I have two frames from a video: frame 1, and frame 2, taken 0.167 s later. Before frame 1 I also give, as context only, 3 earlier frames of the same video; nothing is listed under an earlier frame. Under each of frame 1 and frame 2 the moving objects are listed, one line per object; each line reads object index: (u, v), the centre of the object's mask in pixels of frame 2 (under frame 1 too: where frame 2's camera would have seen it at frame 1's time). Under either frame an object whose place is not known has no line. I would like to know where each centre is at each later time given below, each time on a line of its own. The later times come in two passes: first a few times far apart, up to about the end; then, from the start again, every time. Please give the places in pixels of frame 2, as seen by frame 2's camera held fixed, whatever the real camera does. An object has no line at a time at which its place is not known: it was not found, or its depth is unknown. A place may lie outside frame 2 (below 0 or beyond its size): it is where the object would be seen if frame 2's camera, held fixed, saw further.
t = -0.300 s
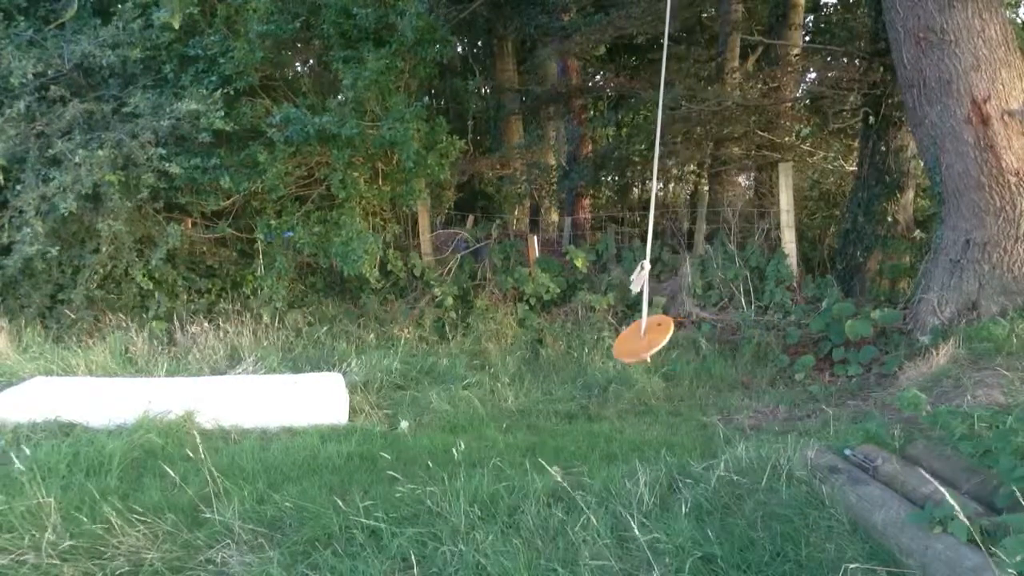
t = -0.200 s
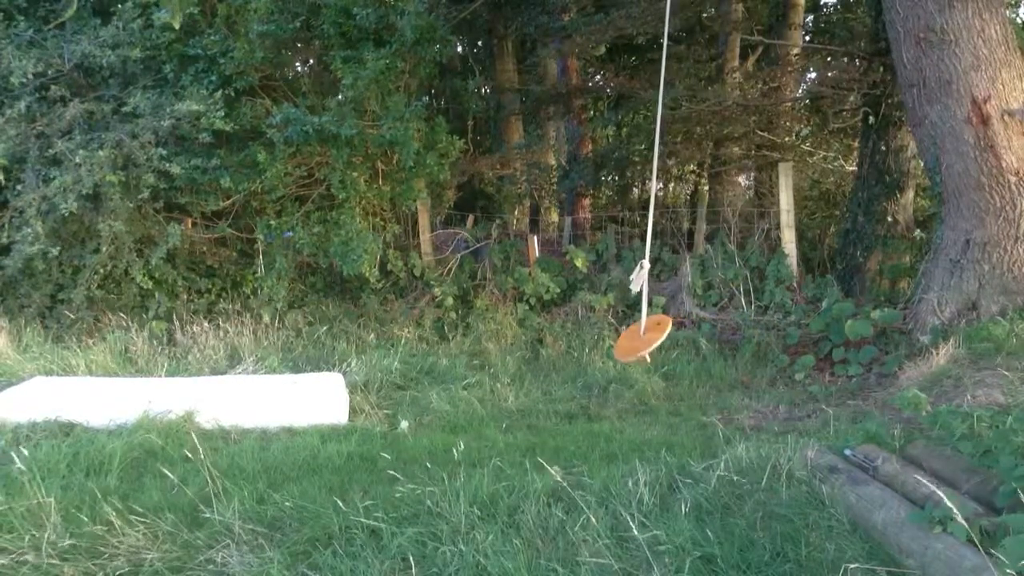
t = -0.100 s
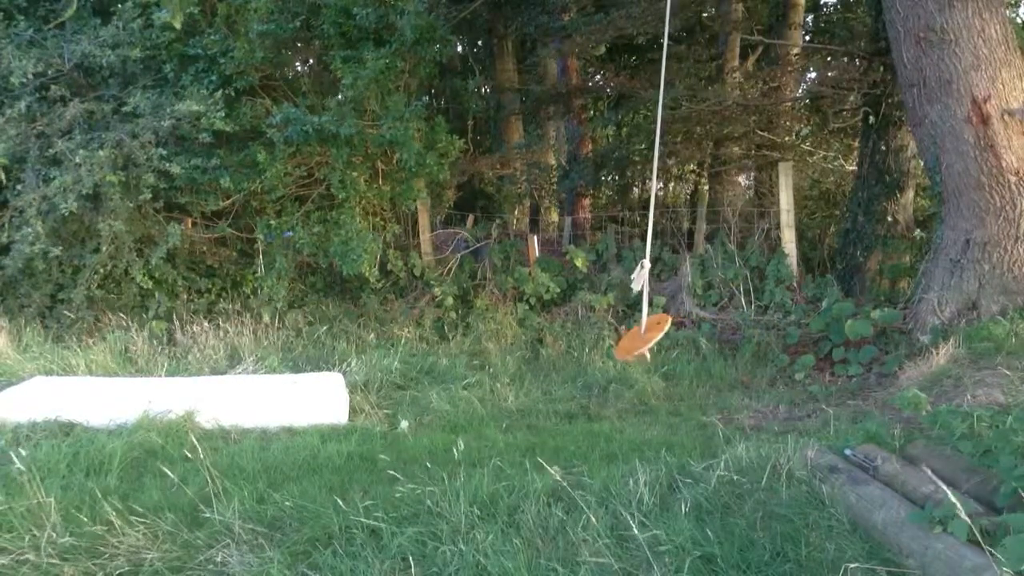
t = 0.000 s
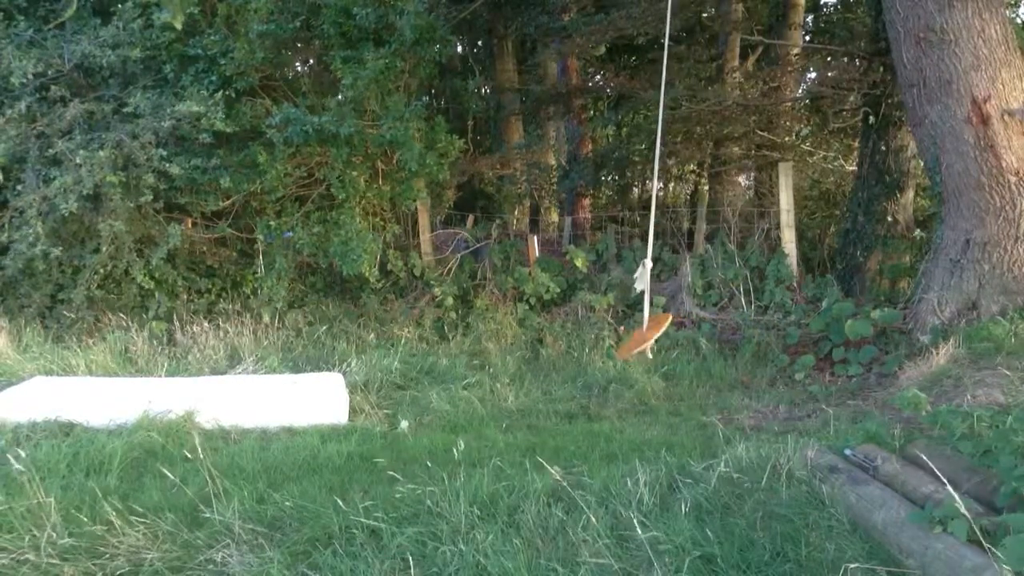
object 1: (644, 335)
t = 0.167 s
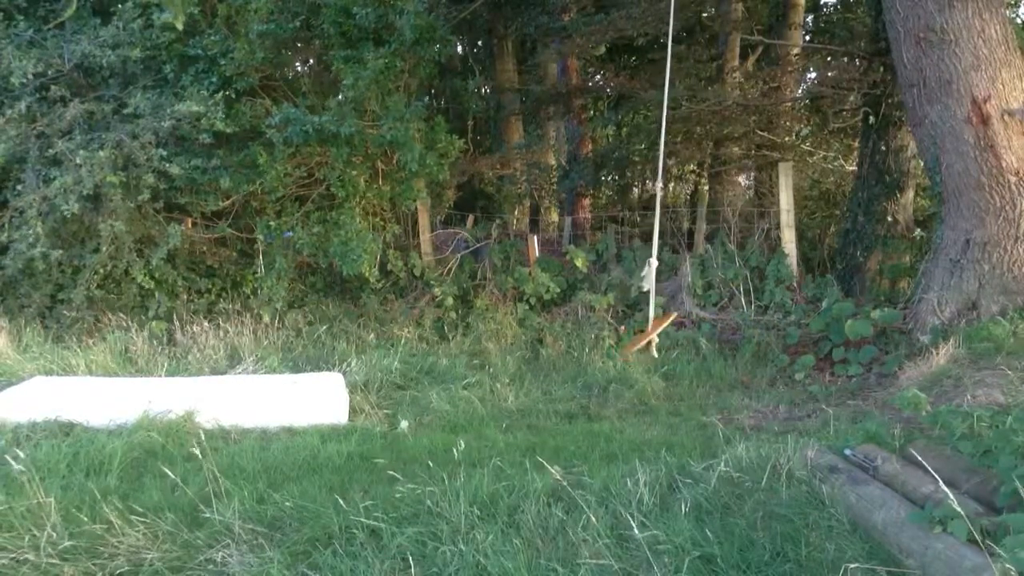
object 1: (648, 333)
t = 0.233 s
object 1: (651, 332)
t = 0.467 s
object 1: (665, 329)
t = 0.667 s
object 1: (680, 325)
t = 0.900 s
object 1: (696, 322)
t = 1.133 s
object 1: (711, 320)
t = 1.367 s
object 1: (722, 319)
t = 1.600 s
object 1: (729, 320)
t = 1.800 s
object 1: (731, 322)
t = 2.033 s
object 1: (729, 327)
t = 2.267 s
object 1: (721, 333)
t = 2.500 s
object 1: (706, 339)
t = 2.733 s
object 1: (686, 340)
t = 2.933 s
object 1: (670, 341)
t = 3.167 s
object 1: (655, 341)
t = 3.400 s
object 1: (645, 340)
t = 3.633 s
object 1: (643, 338)
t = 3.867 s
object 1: (646, 336)
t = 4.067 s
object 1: (655, 333)
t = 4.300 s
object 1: (668, 329)
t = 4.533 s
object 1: (685, 326)
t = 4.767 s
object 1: (701, 323)
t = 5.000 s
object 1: (716, 322)
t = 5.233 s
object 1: (727, 322)
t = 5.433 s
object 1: (733, 323)
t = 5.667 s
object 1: (734, 325)
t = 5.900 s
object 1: (729, 329)
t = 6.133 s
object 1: (721, 333)
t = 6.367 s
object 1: (711, 332)
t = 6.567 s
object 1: (693, 340)
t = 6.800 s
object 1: (676, 340)
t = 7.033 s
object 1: (662, 338)
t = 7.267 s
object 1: (654, 337)
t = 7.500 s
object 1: (651, 336)
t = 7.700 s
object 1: (652, 335)
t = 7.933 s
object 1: (658, 334)
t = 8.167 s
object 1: (672, 330)
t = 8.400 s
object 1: (690, 327)
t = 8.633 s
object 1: (701, 325)
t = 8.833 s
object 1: (715, 322)
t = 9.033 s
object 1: (723, 323)
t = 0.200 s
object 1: (649, 333)
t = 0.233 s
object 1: (651, 332)
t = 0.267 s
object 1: (653, 332)
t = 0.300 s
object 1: (652, 333)
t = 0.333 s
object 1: (656, 331)
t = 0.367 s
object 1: (659, 330)
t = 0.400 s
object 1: (662, 329)
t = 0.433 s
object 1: (664, 329)
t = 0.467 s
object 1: (665, 329)
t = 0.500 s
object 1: (668, 328)
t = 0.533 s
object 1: (670, 328)
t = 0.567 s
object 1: (673, 327)
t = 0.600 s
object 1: (675, 326)
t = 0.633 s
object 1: (677, 326)
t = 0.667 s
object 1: (680, 325)
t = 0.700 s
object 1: (682, 325)
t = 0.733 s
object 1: (684, 325)
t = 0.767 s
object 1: (686, 325)
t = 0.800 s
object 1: (689, 324)
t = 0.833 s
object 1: (692, 324)
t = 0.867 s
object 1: (693, 323)
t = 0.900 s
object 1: (696, 322)
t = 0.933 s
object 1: (698, 322)
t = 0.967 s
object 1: (701, 321)
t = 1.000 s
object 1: (703, 321)
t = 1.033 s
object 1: (705, 321)
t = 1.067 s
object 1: (707, 321)
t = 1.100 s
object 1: (710, 320)
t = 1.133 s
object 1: (711, 320)
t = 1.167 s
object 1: (713, 320)
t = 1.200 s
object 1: (715, 320)
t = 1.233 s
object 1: (716, 319)
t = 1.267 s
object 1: (717, 320)
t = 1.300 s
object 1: (719, 320)
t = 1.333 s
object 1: (722, 319)
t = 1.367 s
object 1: (722, 319)
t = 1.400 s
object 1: (724, 319)
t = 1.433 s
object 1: (725, 319)
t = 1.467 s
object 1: (727, 319)
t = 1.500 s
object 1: (727, 319)
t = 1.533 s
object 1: (728, 319)
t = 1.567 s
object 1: (728, 319)
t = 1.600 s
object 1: (729, 320)
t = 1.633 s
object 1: (730, 320)
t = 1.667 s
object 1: (730, 320)
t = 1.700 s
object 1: (730, 321)
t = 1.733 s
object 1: (730, 321)
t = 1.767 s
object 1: (730, 321)
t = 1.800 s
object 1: (731, 322)
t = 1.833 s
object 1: (731, 323)
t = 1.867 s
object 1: (731, 324)
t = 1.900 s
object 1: (731, 324)
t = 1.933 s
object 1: (730, 324)
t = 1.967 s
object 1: (729, 325)
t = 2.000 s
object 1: (729, 326)
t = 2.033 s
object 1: (729, 327)
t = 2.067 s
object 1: (728, 327)
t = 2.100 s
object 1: (727, 328)
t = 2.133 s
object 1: (726, 328)
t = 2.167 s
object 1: (724, 330)
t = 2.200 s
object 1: (724, 331)
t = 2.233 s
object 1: (722, 332)
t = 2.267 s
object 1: (721, 333)
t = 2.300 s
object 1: (718, 334)
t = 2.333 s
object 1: (716, 335)
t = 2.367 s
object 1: (714, 335)
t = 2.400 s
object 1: (714, 337)
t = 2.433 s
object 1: (711, 338)
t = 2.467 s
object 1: (709, 338)
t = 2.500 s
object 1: (706, 339)
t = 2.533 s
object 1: (703, 339)
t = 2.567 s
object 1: (699, 338)
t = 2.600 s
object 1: (697, 339)
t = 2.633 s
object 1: (694, 339)
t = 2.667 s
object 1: (691, 339)
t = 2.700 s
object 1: (689, 339)
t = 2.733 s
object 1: (686, 340)
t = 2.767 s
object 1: (682, 340)
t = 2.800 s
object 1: (680, 340)
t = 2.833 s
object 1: (678, 340)
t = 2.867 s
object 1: (675, 340)
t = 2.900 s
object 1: (672, 340)
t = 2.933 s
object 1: (670, 341)
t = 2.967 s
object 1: (667, 341)
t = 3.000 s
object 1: (665, 341)
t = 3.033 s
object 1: (663, 341)
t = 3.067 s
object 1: (661, 341)
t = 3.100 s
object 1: (659, 341)
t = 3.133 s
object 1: (657, 340)
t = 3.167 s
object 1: (655, 341)
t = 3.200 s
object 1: (653, 340)
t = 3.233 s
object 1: (651, 340)
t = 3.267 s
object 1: (650, 340)
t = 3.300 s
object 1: (648, 340)
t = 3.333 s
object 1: (647, 340)
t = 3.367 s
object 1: (646, 340)
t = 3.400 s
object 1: (645, 340)
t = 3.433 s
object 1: (644, 339)
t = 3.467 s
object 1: (643, 339)
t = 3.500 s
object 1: (643, 339)
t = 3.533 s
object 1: (643, 339)
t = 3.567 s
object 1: (643, 339)
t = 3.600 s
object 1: (643, 338)
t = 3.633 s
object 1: (643, 338)
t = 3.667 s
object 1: (643, 338)
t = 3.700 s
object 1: (643, 337)
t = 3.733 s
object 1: (643, 337)
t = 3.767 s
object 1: (644, 337)
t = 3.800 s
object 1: (645, 336)
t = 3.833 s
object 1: (645, 336)
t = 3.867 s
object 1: (646, 336)
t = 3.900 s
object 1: (647, 335)
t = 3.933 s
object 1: (649, 334)
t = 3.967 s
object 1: (650, 334)
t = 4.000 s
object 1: (651, 333)
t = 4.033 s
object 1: (653, 333)
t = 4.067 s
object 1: (655, 333)
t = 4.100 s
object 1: (656, 332)
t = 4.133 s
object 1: (658, 332)
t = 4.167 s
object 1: (660, 331)
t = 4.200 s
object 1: (662, 331)
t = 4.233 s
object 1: (664, 331)
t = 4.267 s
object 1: (666, 330)
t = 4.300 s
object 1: (668, 329)
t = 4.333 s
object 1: (671, 329)
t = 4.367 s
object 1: (673, 329)
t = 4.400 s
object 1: (675, 328)
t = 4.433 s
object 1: (677, 328)
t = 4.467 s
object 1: (680, 327)
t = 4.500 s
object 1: (682, 327)
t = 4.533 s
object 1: (685, 326)
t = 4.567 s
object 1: (687, 326)
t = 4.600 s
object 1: (690, 325)
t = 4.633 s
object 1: (692, 325)
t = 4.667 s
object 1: (694, 324)
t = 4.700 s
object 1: (697, 324)
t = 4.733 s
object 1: (699, 323)
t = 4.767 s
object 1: (701, 323)
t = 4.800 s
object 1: (704, 323)
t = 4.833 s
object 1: (706, 322)
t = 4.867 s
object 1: (708, 322)
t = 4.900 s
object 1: (710, 322)
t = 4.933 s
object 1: (712, 322)
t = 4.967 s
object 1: (714, 322)
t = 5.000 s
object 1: (716, 322)
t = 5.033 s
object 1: (718, 321)
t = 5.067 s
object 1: (720, 322)
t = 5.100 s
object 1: (721, 321)
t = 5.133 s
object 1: (723, 321)
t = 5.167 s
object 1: (725, 321)
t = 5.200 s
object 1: (726, 322)
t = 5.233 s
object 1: (727, 322)
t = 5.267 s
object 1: (728, 322)
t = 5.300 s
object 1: (729, 322)
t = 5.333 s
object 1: (730, 322)
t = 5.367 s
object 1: (732, 322)
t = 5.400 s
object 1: (732, 323)
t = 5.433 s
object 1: (733, 323)
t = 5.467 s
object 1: (733, 324)
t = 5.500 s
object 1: (734, 324)
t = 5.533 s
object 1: (734, 324)
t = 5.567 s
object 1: (734, 324)
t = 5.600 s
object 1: (734, 325)
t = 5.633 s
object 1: (734, 325)
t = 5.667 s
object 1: (734, 325)
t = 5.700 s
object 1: (734, 326)
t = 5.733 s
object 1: (733, 326)
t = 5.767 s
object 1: (732, 327)
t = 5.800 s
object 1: (731, 329)
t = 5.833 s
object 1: (730, 329)
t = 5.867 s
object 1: (730, 329)
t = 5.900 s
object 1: (729, 329)
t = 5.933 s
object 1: (728, 330)
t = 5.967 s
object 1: (728, 329)
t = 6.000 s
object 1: (727, 330)
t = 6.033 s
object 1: (726, 330)
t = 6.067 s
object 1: (724, 330)
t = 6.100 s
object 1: (722, 331)
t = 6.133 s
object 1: (721, 333)
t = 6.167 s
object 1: (720, 333)
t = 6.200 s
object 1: (718, 333)
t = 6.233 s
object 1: (717, 333)
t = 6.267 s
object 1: (716, 332)
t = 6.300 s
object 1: (714, 333)
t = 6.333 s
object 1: (713, 332)
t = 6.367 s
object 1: (711, 332)
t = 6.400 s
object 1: (709, 332)
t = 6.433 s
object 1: (708, 331)
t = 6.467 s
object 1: (707, 330)
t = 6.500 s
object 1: (699, 339)
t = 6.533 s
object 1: (696, 339)
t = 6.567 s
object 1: (693, 340)
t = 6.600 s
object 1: (691, 340)
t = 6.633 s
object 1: (688, 341)
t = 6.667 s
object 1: (685, 341)
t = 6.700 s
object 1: (683, 341)
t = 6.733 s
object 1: (681, 341)
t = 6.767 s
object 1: (678, 340)
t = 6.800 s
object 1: (676, 340)
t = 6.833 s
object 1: (674, 340)
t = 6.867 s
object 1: (672, 340)
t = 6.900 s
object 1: (670, 340)
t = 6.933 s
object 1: (668, 340)
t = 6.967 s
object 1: (666, 340)
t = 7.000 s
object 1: (664, 338)
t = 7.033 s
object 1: (662, 338)
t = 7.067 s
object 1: (660, 338)
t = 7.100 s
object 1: (659, 339)
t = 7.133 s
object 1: (658, 338)
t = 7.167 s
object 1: (656, 338)
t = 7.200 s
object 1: (655, 339)
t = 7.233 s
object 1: (654, 339)
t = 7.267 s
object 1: (654, 337)
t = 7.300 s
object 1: (652, 338)
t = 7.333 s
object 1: (652, 338)
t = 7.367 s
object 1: (651, 337)
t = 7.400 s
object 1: (651, 337)
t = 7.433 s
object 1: (650, 337)
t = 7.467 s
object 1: (651, 337)
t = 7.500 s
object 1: (651, 336)
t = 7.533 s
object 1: (651, 336)
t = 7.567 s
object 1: (651, 336)
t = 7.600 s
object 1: (651, 336)
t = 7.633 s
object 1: (652, 335)
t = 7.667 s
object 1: (652, 335)
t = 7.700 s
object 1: (652, 335)
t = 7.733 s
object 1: (653, 335)
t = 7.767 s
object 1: (653, 335)
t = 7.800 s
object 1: (654, 335)
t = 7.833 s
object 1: (656, 334)
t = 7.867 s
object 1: (656, 334)
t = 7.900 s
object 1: (658, 334)
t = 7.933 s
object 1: (658, 334)
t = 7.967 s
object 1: (660, 334)
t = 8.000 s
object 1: (662, 333)
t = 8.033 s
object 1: (663, 333)
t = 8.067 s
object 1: (663, 334)
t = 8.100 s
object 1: (664, 334)
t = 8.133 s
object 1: (670, 332)
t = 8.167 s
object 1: (672, 330)
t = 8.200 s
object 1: (674, 330)
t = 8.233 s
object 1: (677, 330)
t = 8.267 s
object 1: (680, 329)
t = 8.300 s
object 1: (682, 329)
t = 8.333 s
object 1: (684, 329)
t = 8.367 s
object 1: (686, 329)
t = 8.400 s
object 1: (690, 327)
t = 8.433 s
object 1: (691, 328)
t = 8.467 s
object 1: (694, 327)
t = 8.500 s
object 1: (696, 327)
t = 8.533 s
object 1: (700, 326)
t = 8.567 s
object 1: (701, 326)
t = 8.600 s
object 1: (701, 324)
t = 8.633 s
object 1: (701, 325)
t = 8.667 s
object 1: (702, 325)
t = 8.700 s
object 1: (707, 323)
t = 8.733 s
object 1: (710, 323)
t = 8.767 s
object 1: (708, 324)
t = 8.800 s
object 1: (713, 322)
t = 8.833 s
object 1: (715, 322)
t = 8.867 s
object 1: (717, 322)
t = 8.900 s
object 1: (717, 322)
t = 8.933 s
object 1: (720, 322)
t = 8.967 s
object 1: (720, 323)
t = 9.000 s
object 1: (722, 322)
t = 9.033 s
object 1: (723, 323)
